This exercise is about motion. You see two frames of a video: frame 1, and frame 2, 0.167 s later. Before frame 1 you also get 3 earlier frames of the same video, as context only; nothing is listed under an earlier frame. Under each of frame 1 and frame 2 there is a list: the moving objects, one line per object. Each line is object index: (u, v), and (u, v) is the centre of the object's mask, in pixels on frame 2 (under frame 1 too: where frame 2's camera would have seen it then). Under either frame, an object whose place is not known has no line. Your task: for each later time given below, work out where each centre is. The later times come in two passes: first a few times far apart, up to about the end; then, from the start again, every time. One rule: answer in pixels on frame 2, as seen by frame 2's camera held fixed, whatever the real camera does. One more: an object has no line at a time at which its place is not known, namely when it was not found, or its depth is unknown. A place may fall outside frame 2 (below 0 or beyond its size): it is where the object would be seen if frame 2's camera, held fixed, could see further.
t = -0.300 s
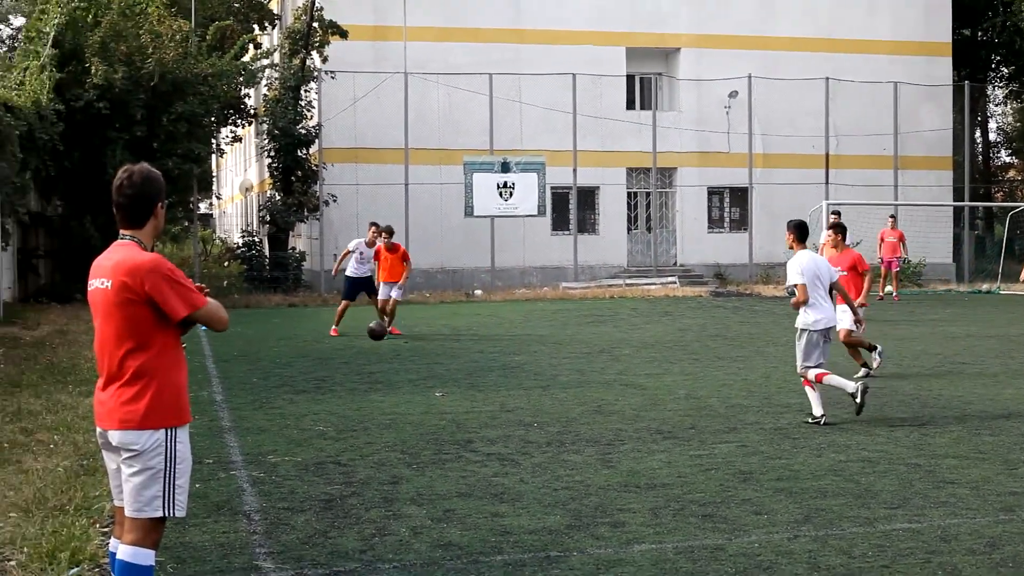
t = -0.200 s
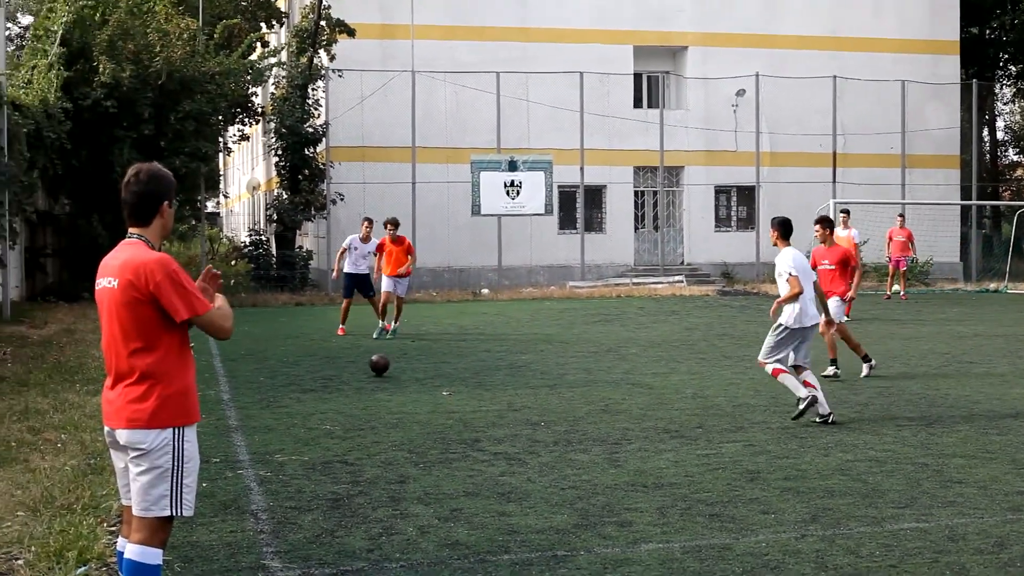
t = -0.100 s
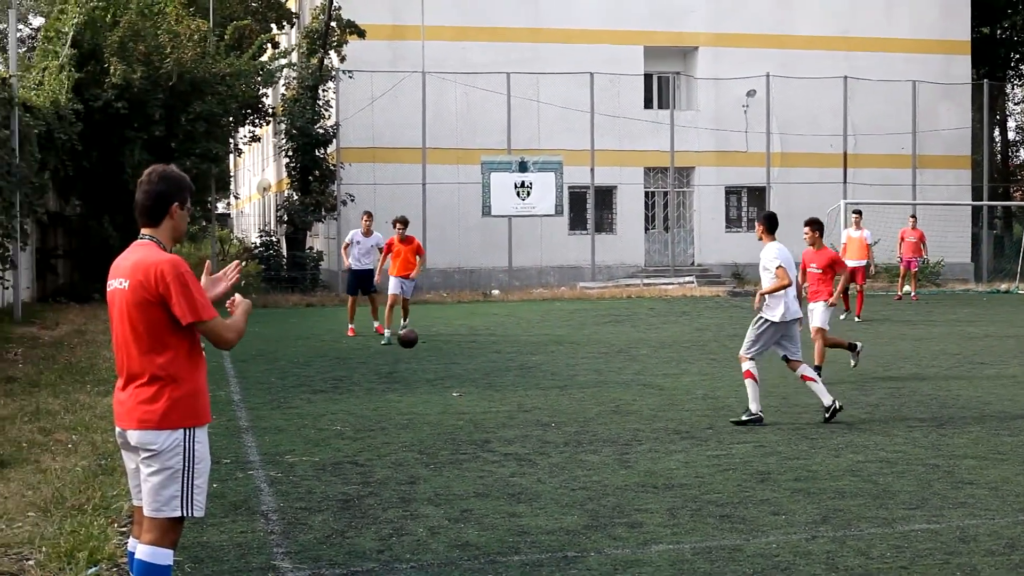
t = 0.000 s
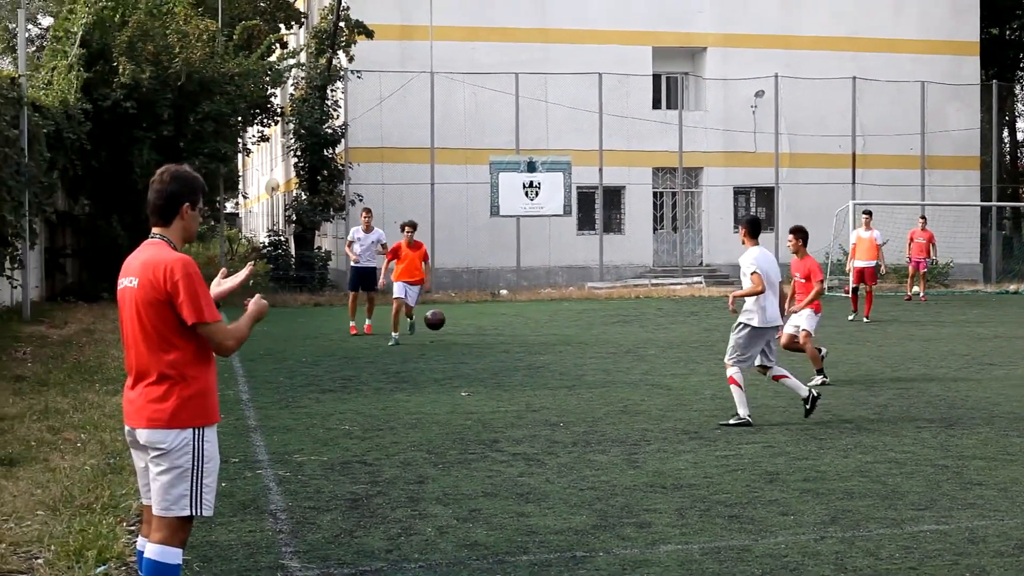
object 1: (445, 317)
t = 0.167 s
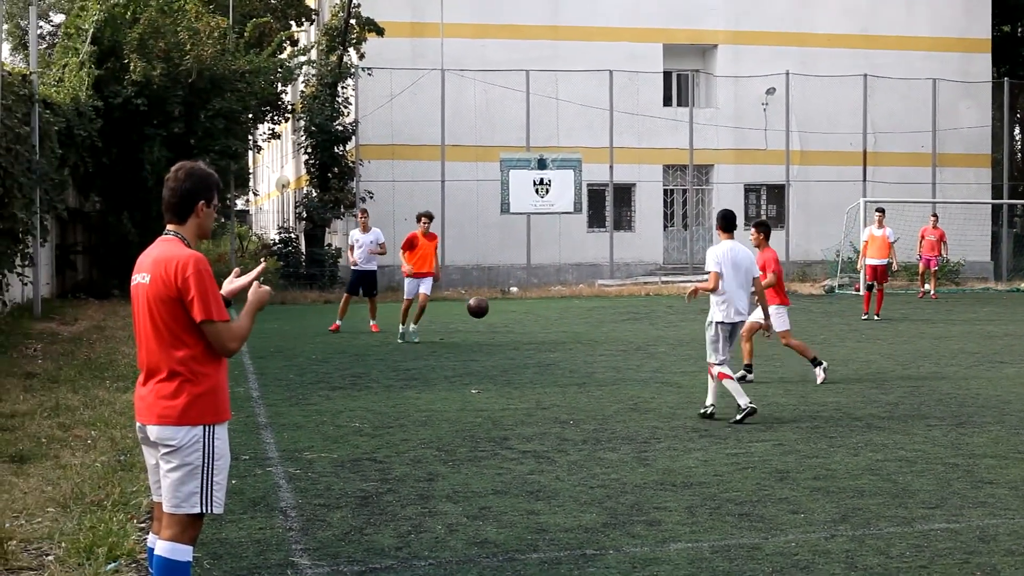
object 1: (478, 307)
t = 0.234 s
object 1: (491, 311)
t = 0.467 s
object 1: (542, 362)
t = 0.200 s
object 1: (485, 309)
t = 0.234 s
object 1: (491, 311)
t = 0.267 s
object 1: (498, 315)
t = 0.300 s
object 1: (505, 319)
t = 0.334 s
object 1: (513, 326)
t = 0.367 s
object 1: (520, 333)
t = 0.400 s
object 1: (527, 341)
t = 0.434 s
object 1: (534, 351)
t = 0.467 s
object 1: (542, 362)
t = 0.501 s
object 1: (549, 375)
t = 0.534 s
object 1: (557, 387)
